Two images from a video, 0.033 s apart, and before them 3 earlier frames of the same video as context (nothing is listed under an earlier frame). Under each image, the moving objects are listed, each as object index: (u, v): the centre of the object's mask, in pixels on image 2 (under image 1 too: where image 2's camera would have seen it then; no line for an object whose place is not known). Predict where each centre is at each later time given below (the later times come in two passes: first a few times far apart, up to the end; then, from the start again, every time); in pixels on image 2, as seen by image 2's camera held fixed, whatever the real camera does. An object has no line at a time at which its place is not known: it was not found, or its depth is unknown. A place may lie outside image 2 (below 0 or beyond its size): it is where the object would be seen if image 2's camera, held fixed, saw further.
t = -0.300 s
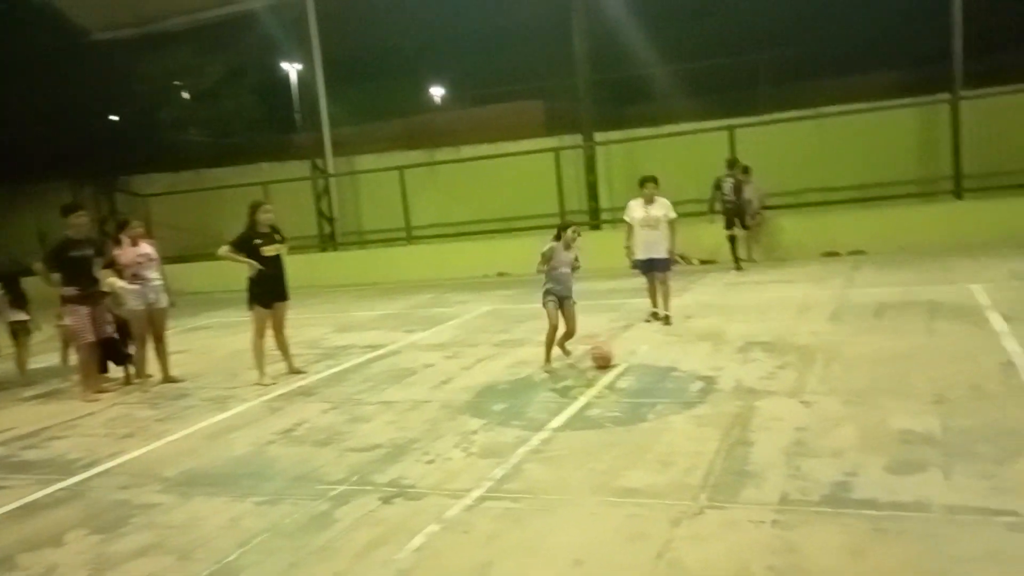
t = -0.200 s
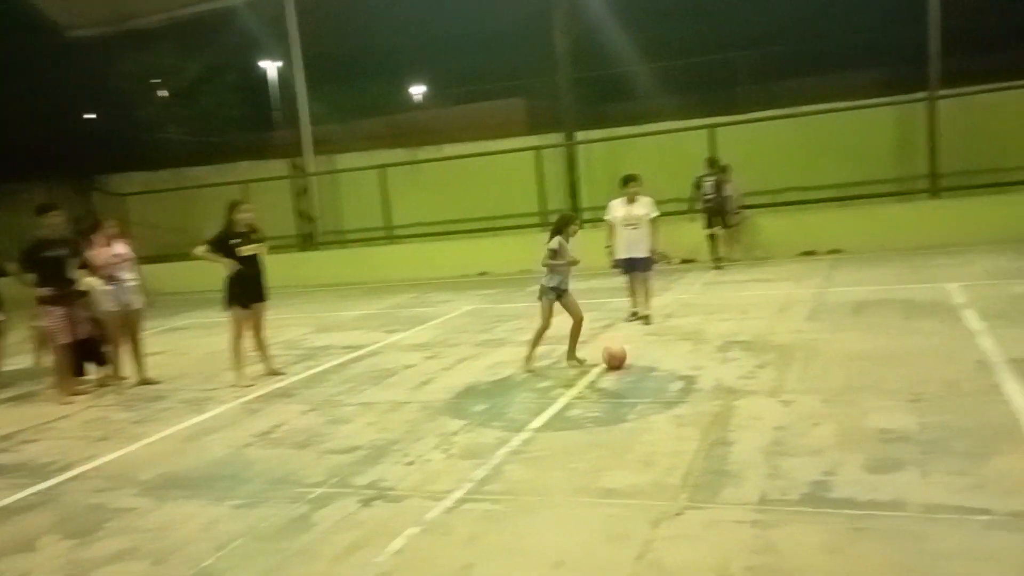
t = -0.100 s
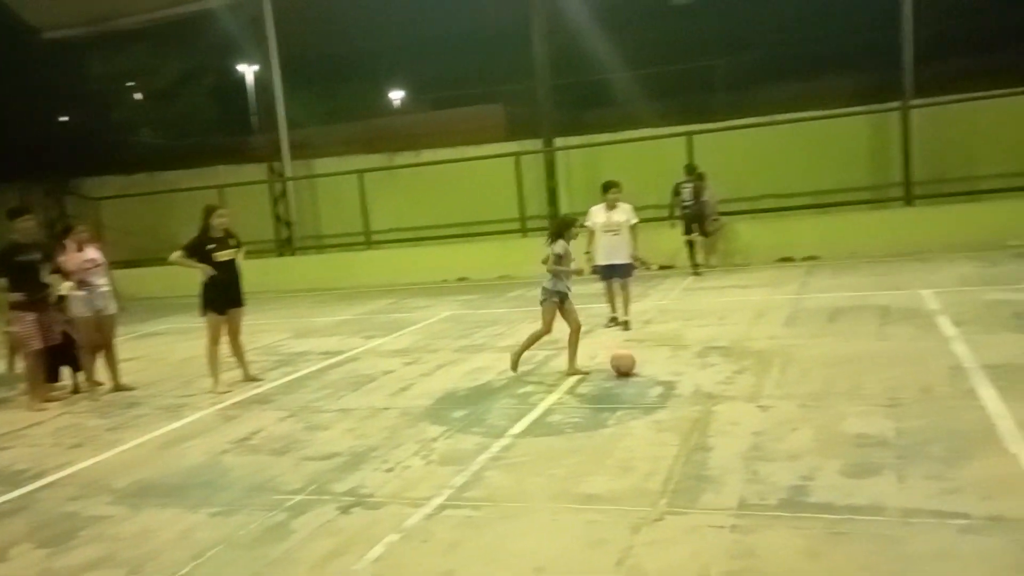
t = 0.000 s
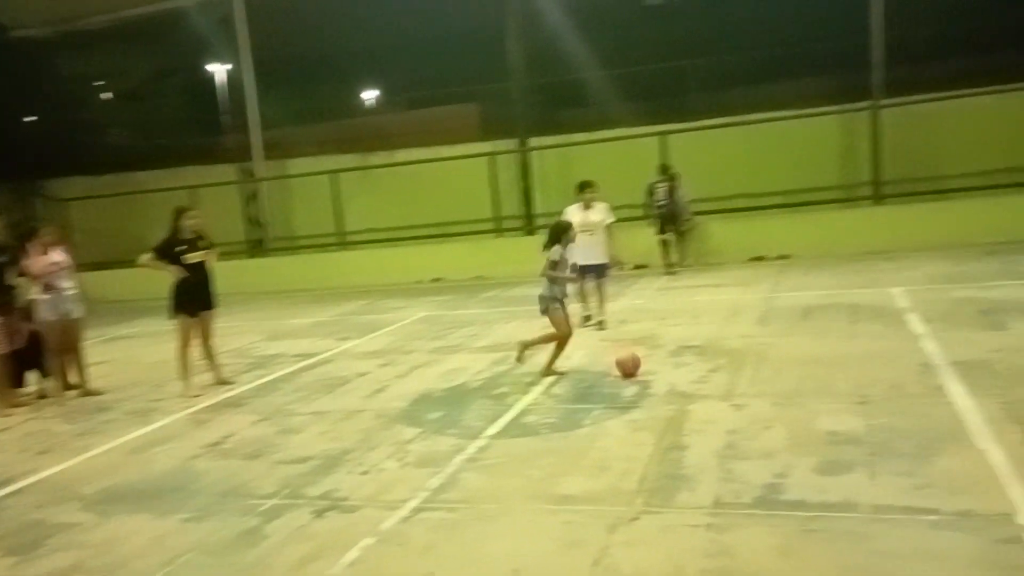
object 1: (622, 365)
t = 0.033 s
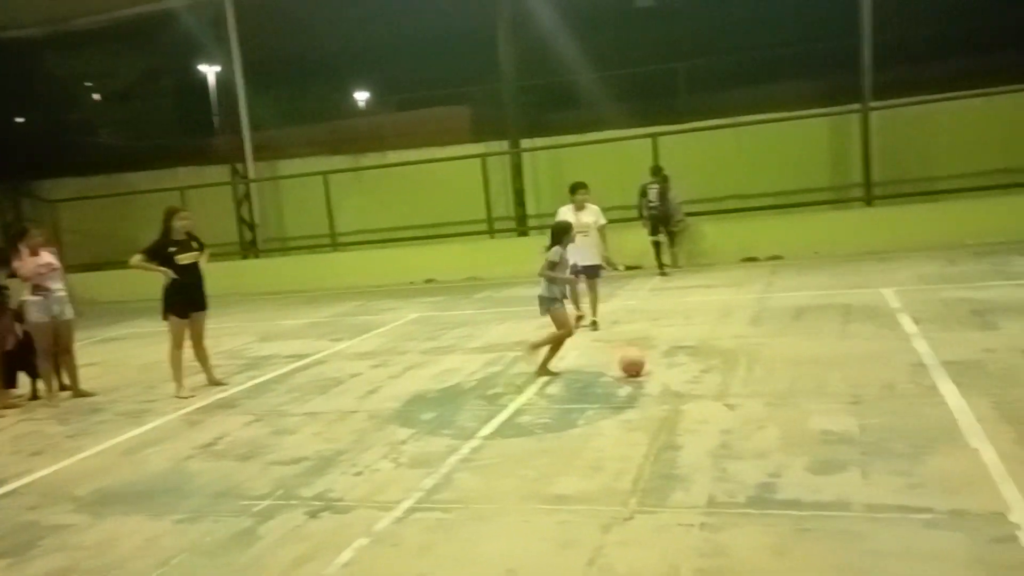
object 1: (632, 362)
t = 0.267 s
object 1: (705, 365)
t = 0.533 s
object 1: (795, 369)
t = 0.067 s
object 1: (642, 364)
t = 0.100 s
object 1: (652, 365)
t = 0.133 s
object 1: (662, 364)
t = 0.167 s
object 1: (673, 364)
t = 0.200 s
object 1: (683, 365)
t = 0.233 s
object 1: (694, 365)
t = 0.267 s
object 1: (705, 365)
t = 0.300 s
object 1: (716, 366)
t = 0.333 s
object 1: (727, 366)
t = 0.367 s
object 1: (739, 366)
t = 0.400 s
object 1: (749, 367)
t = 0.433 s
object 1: (760, 367)
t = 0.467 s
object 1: (773, 368)
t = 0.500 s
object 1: (784, 367)
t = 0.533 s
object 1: (795, 369)
